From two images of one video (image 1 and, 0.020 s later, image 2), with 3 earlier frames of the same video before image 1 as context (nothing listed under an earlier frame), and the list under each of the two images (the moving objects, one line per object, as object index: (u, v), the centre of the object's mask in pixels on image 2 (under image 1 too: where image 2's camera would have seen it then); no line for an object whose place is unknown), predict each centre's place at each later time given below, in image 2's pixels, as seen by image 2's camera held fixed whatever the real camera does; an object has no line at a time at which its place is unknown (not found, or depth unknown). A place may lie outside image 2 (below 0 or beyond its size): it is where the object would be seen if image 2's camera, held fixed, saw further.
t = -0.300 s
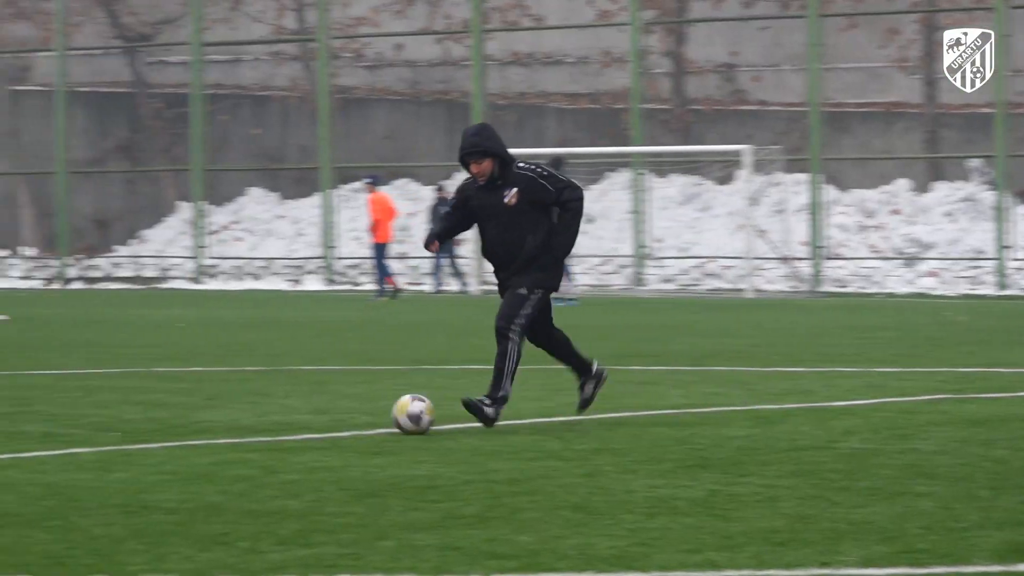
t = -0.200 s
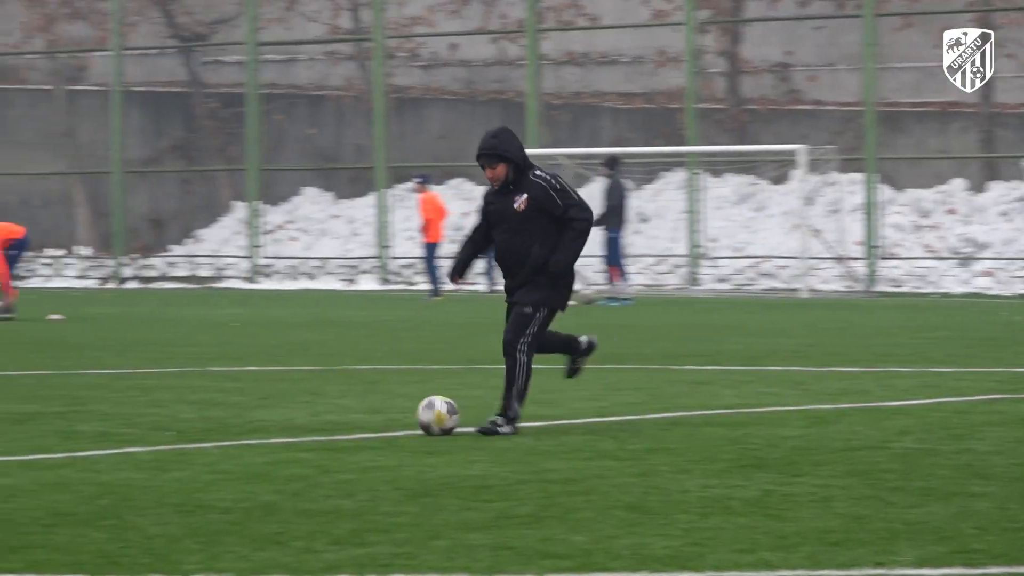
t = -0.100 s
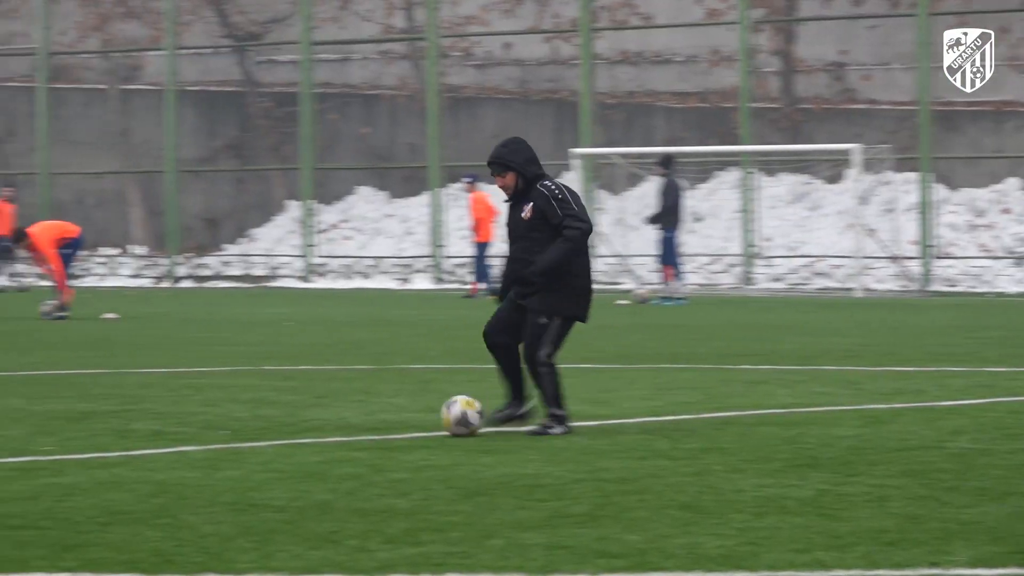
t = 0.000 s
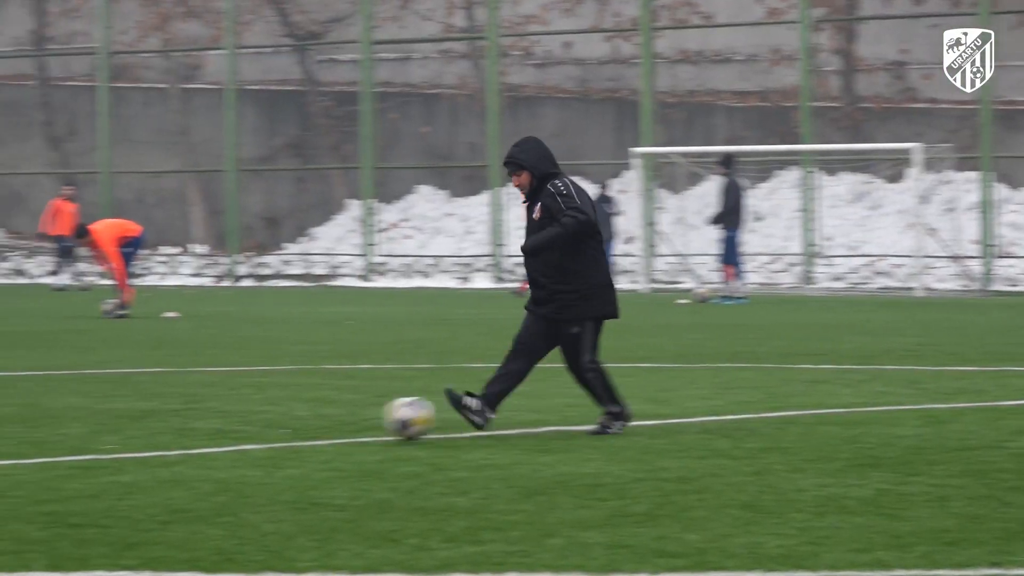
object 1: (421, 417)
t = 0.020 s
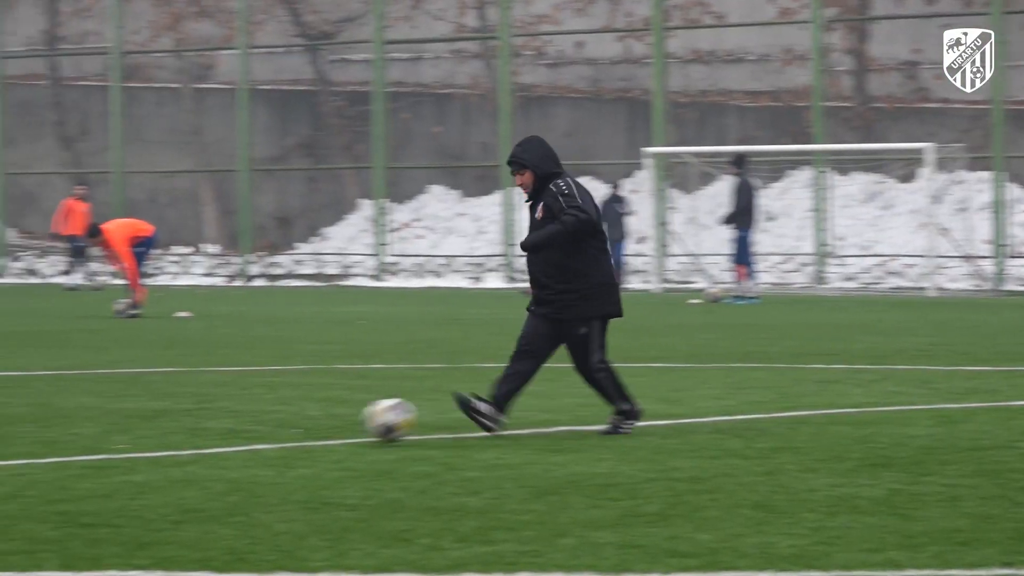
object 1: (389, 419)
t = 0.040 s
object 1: (357, 422)
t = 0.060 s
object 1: (323, 427)
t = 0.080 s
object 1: (291, 433)
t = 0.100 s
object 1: (257, 439)
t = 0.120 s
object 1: (224, 441)
